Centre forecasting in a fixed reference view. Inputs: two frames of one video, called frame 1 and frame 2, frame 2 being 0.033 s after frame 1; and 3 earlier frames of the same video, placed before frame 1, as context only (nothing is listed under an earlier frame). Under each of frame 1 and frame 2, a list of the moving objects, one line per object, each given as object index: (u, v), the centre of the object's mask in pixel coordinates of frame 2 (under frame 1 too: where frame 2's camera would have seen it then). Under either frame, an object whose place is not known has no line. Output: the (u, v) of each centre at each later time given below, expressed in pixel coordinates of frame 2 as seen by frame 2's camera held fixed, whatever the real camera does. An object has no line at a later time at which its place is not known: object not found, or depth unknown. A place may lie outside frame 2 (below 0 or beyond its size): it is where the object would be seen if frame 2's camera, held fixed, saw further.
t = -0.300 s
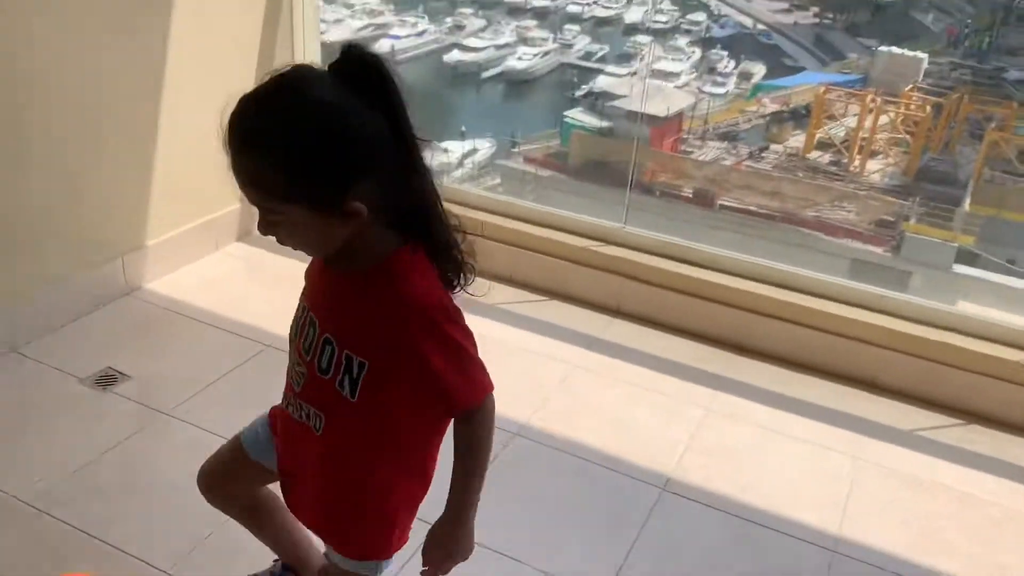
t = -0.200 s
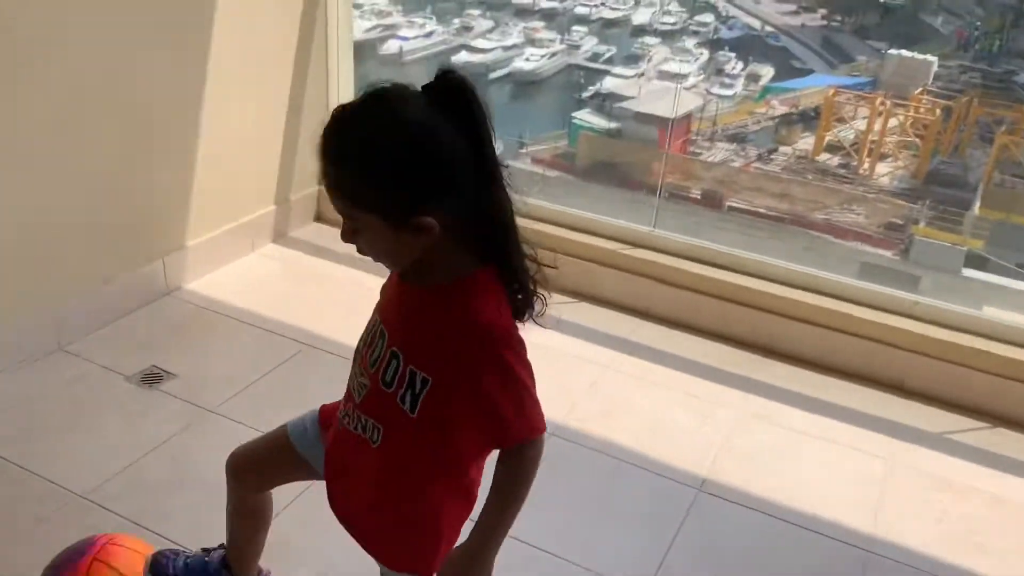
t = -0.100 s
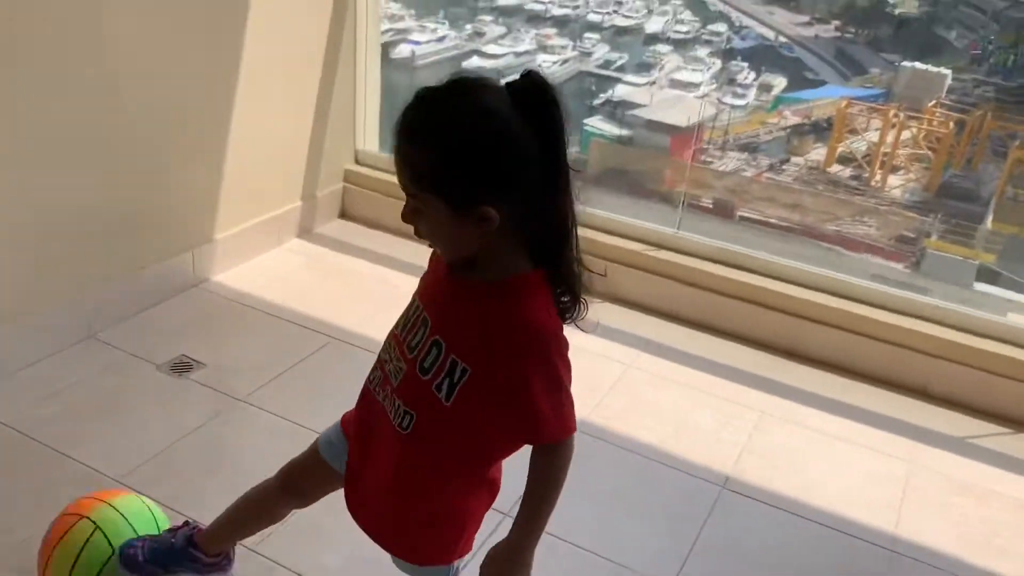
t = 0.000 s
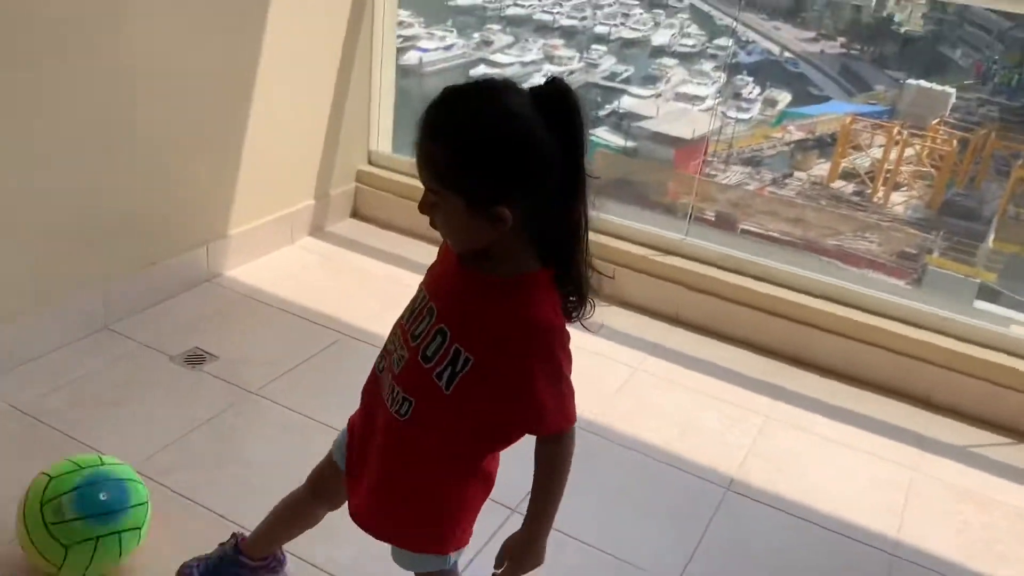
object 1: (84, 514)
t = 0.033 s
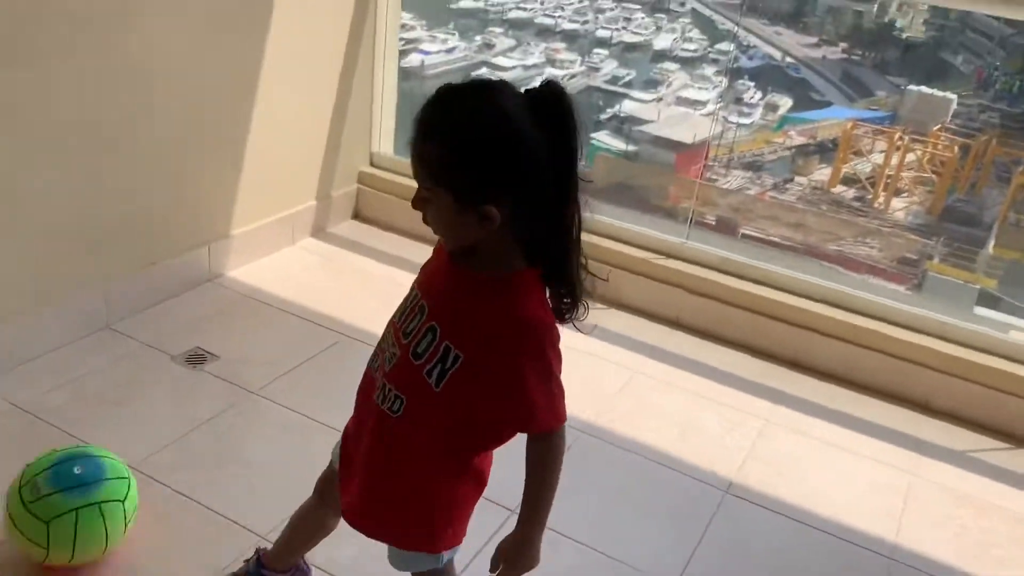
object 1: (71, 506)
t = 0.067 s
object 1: (59, 497)
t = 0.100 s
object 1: (49, 488)
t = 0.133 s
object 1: (38, 479)
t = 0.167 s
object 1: (25, 471)
